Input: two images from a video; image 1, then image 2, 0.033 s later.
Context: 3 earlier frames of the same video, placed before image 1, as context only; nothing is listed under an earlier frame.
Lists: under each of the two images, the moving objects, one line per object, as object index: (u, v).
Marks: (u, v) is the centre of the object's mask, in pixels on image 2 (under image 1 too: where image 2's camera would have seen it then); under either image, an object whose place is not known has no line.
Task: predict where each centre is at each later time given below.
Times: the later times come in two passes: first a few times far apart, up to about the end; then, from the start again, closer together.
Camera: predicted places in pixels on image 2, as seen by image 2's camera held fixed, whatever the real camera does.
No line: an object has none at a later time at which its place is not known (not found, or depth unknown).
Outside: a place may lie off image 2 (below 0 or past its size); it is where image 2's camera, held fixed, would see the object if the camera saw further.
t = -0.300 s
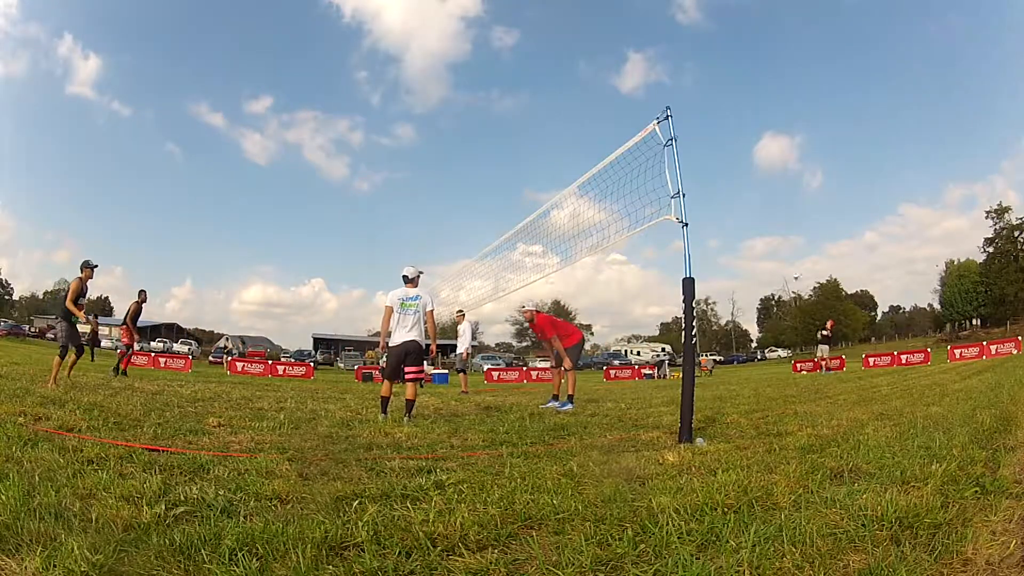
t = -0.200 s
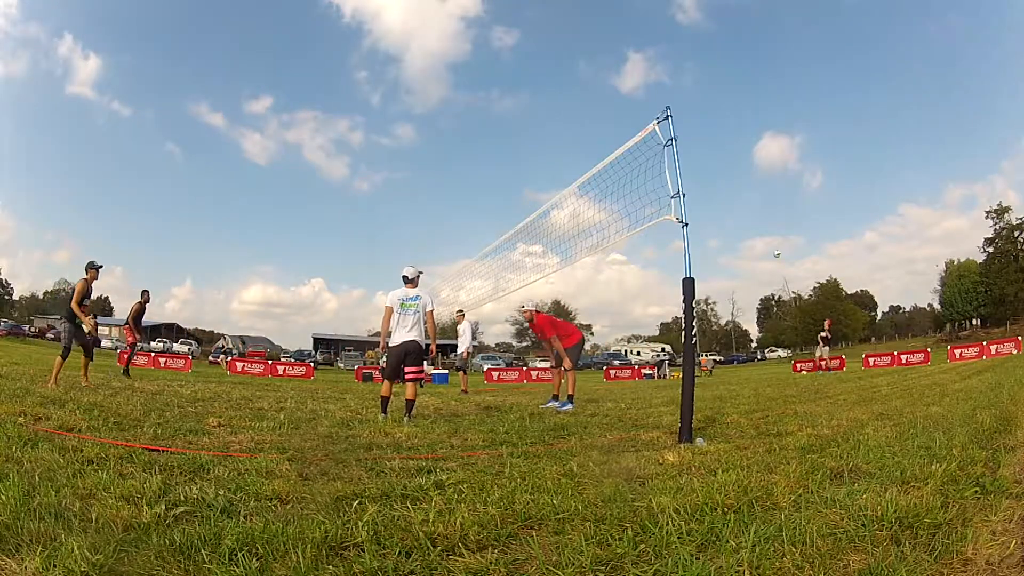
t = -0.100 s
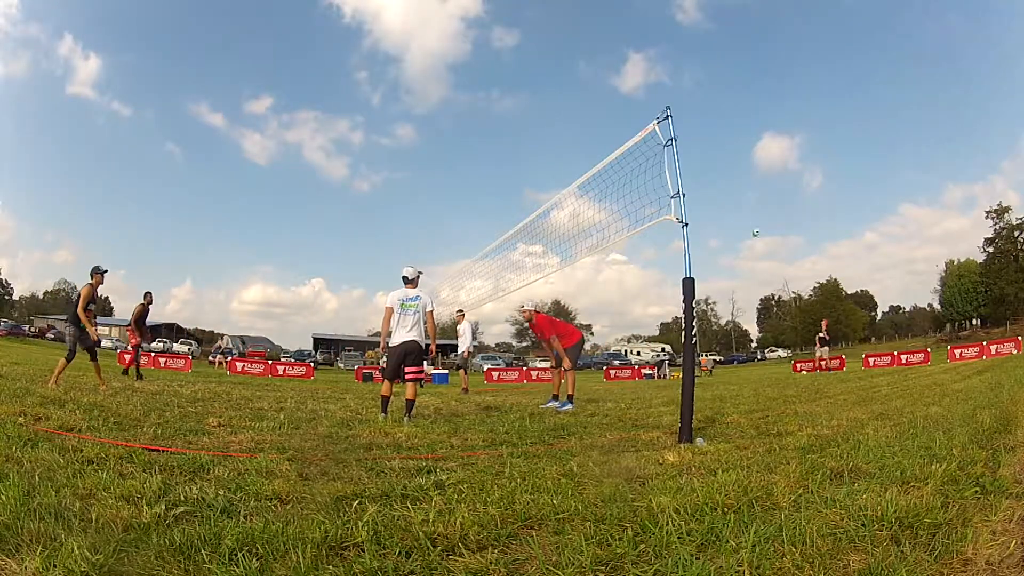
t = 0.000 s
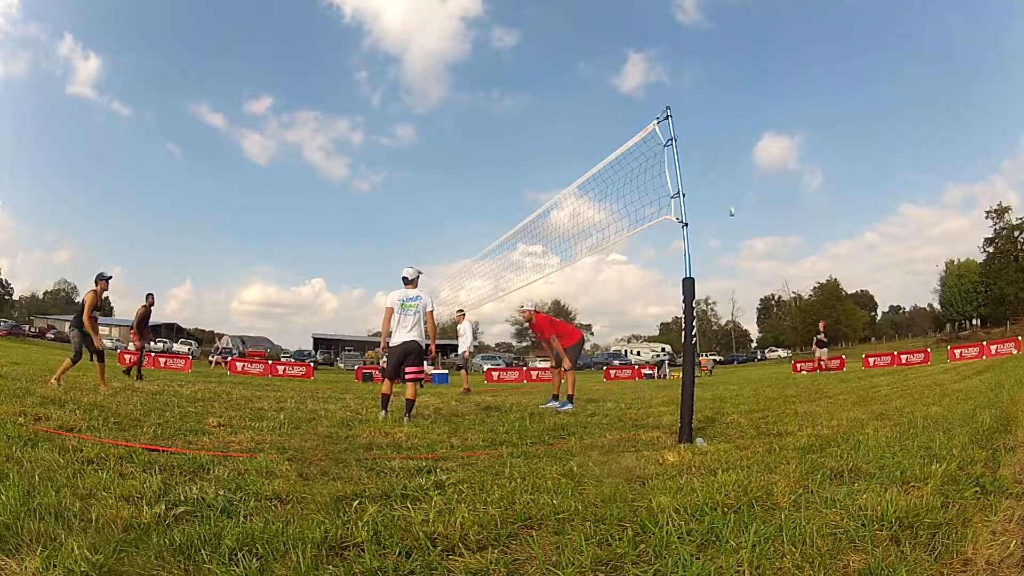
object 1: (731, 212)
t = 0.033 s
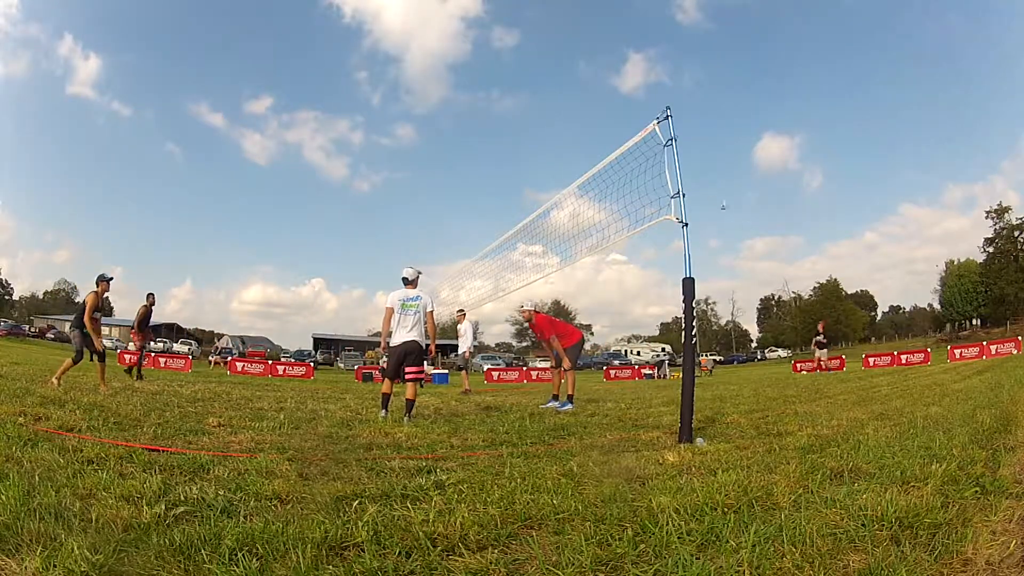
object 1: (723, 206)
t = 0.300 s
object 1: (641, 161)
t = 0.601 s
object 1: (507, 138)
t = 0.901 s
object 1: (303, 178)
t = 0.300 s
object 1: (641, 161)
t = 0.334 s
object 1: (628, 157)
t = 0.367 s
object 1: (617, 157)
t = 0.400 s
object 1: (602, 150)
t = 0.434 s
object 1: (589, 146)
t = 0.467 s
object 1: (574, 143)
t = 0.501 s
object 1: (559, 141)
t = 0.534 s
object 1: (543, 140)
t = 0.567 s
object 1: (525, 139)
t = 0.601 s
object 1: (507, 138)
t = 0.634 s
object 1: (489, 138)
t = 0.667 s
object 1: (468, 140)
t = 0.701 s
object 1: (448, 142)
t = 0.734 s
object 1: (426, 145)
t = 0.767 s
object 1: (403, 149)
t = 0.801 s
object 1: (379, 155)
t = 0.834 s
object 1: (354, 161)
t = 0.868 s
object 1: (329, 169)
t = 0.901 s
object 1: (303, 178)
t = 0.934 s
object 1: (276, 190)
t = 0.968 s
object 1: (249, 202)
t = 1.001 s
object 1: (221, 216)
